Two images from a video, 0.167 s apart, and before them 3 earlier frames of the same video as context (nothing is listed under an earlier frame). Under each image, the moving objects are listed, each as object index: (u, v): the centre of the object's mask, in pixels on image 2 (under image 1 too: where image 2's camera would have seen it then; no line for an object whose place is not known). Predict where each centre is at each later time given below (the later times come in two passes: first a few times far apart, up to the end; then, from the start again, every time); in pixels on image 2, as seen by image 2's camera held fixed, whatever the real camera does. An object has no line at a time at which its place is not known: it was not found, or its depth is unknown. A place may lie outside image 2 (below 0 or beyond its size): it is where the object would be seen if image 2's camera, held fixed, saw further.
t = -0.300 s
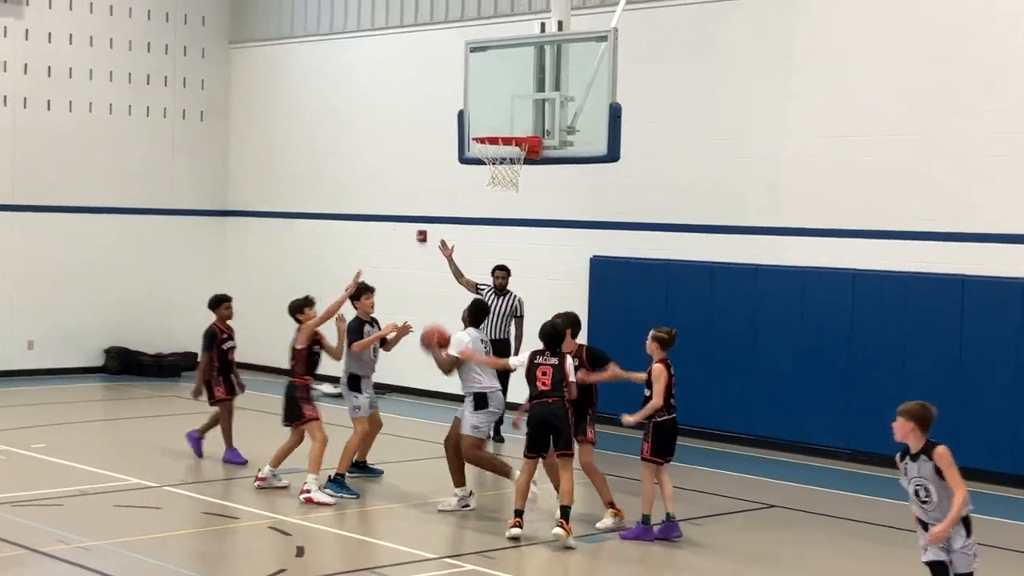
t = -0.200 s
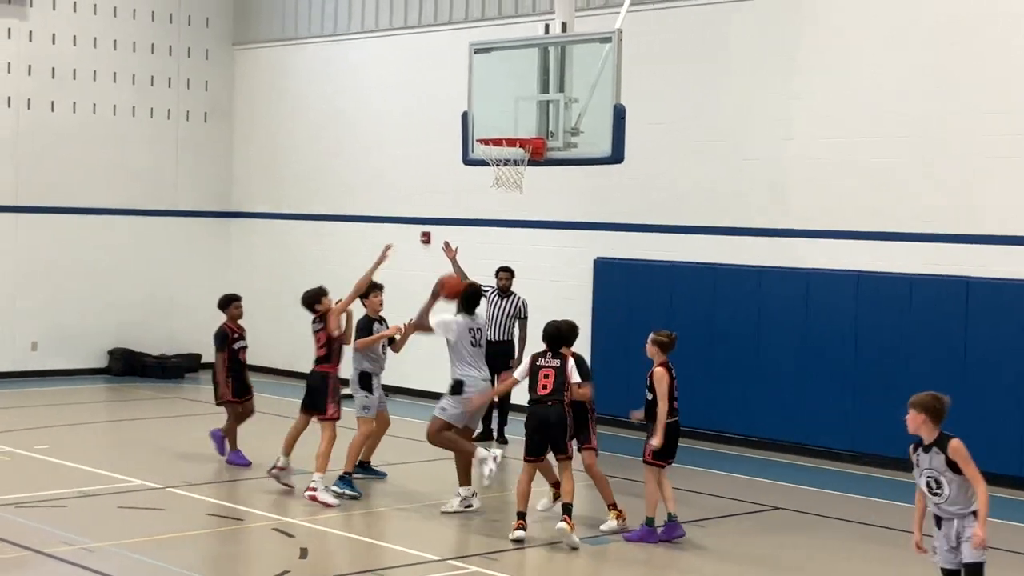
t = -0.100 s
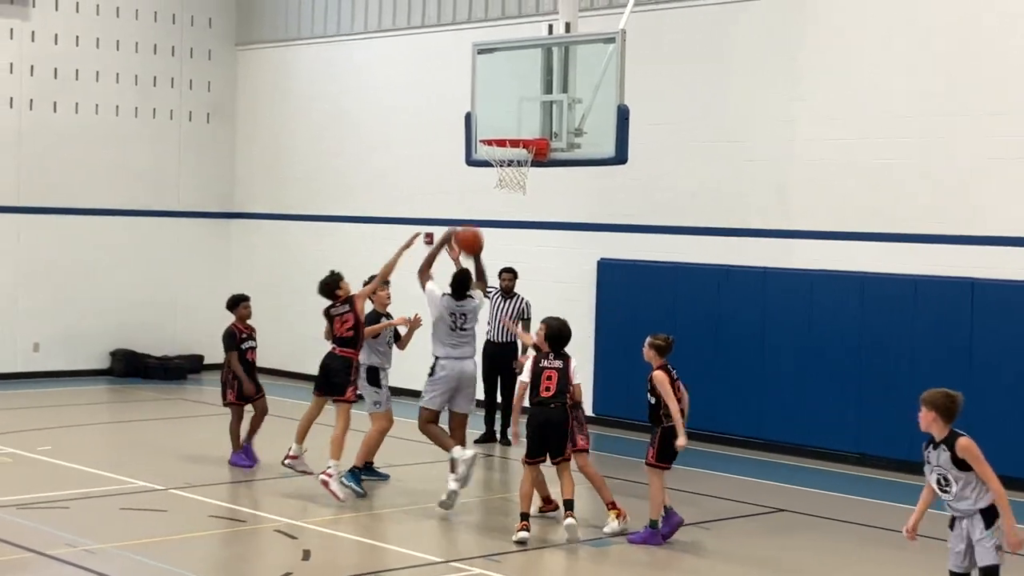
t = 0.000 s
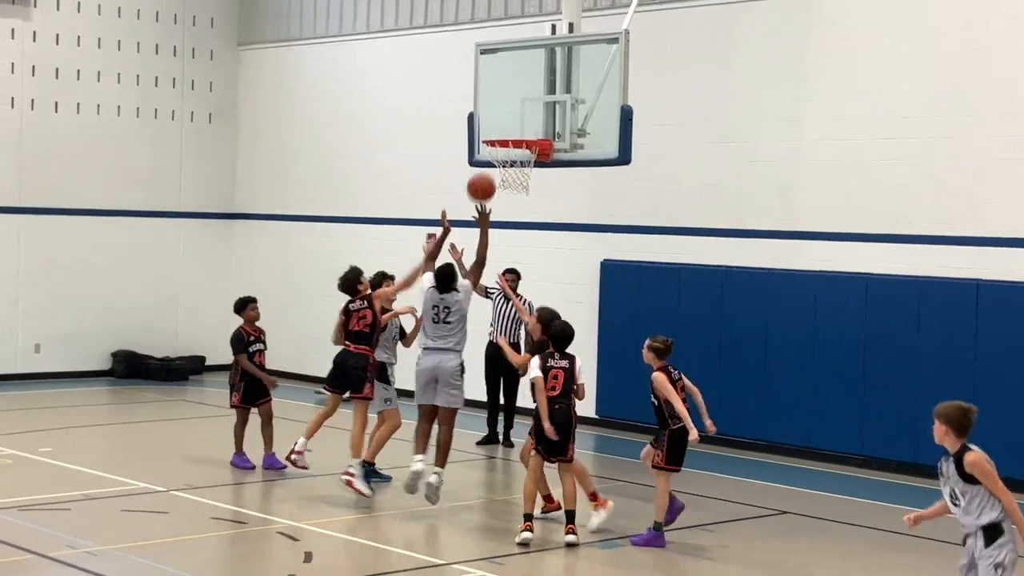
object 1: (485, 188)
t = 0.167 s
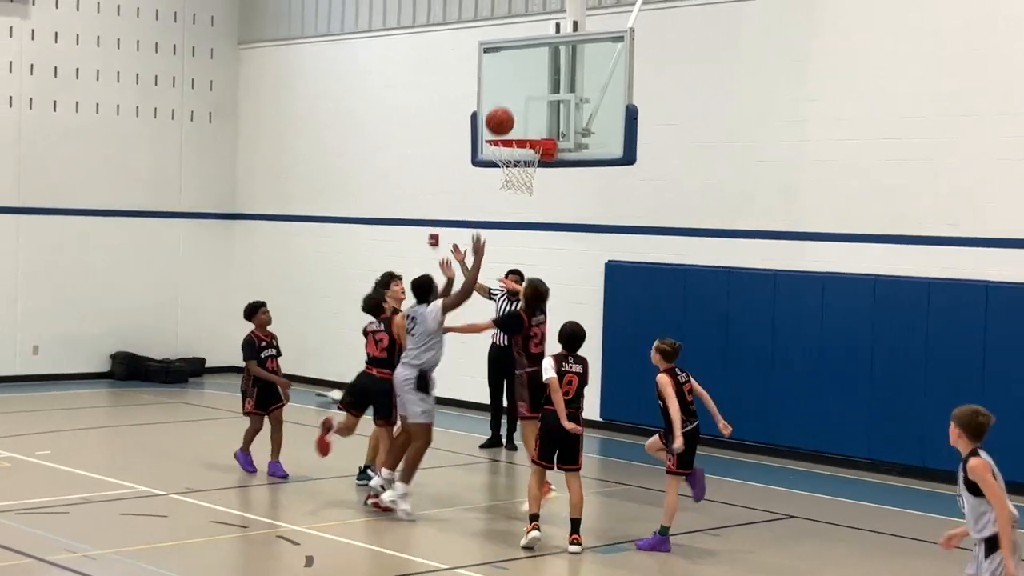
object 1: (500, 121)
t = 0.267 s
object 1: (507, 101)
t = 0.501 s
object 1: (524, 91)
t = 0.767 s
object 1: (549, 121)
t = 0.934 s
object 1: (578, 130)
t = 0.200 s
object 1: (501, 116)
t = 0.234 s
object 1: (504, 108)
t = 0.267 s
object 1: (507, 101)
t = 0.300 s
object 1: (509, 96)
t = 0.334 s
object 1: (512, 92)
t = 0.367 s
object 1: (514, 89)
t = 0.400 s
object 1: (517, 88)
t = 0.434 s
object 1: (519, 88)
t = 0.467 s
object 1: (521, 89)
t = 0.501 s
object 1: (524, 91)
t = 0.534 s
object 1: (526, 95)
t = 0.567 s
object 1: (528, 101)
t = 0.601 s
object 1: (530, 107)
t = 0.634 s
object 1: (532, 115)
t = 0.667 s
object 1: (534, 123)
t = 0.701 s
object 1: (537, 126)
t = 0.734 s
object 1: (543, 123)
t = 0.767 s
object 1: (549, 121)
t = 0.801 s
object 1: (555, 120)
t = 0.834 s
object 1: (561, 120)
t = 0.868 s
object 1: (566, 122)
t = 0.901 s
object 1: (572, 125)
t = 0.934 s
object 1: (578, 130)
